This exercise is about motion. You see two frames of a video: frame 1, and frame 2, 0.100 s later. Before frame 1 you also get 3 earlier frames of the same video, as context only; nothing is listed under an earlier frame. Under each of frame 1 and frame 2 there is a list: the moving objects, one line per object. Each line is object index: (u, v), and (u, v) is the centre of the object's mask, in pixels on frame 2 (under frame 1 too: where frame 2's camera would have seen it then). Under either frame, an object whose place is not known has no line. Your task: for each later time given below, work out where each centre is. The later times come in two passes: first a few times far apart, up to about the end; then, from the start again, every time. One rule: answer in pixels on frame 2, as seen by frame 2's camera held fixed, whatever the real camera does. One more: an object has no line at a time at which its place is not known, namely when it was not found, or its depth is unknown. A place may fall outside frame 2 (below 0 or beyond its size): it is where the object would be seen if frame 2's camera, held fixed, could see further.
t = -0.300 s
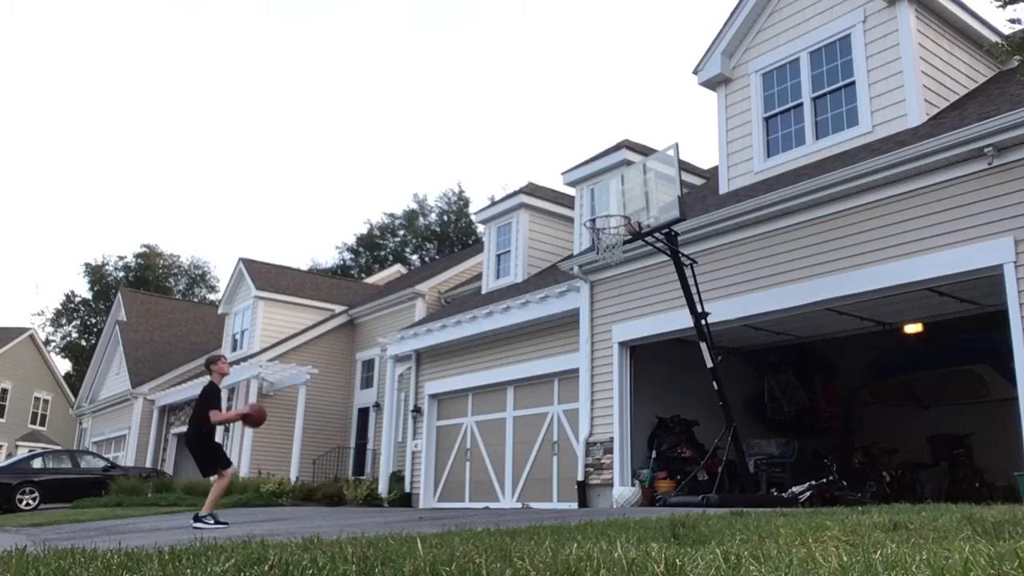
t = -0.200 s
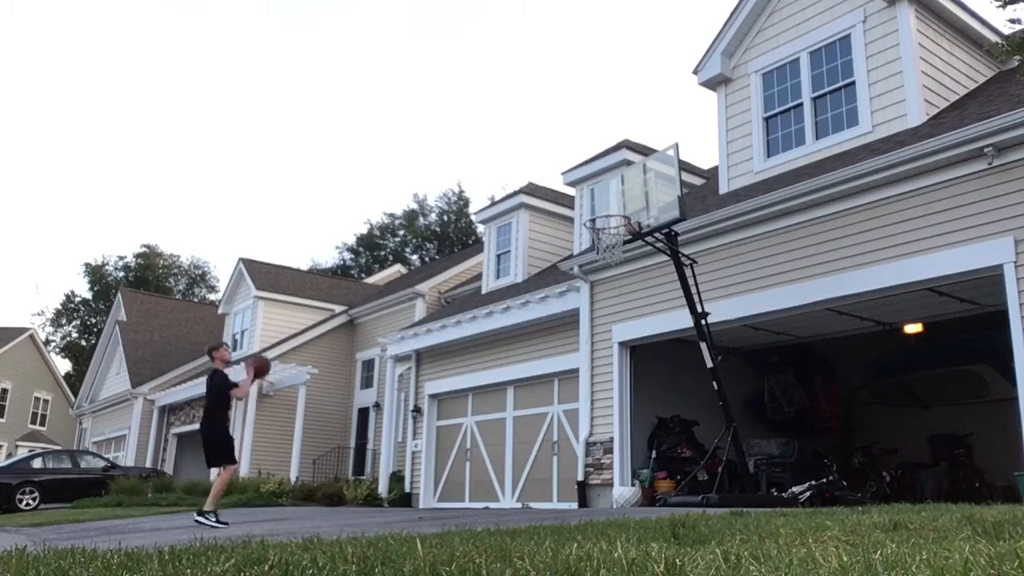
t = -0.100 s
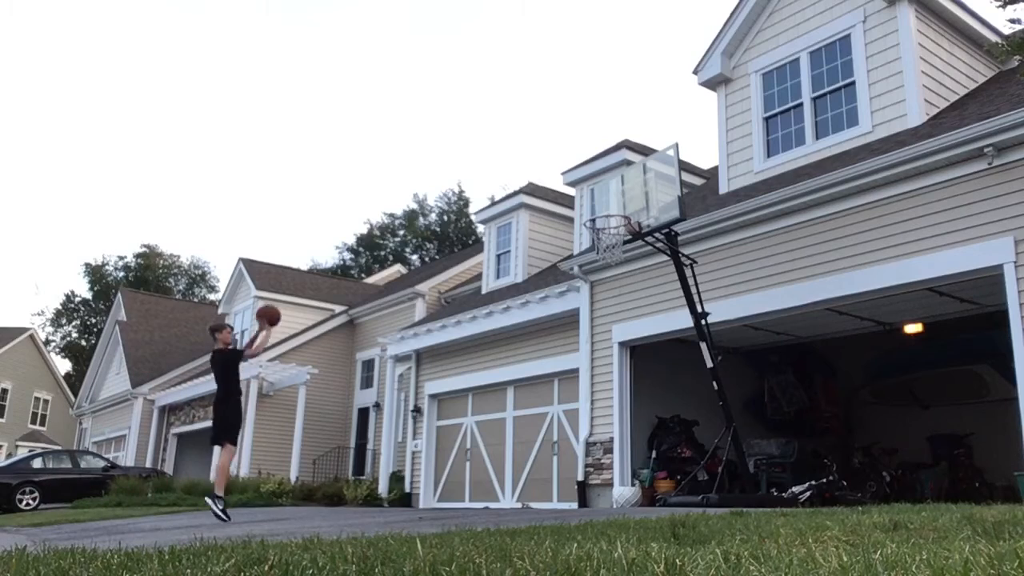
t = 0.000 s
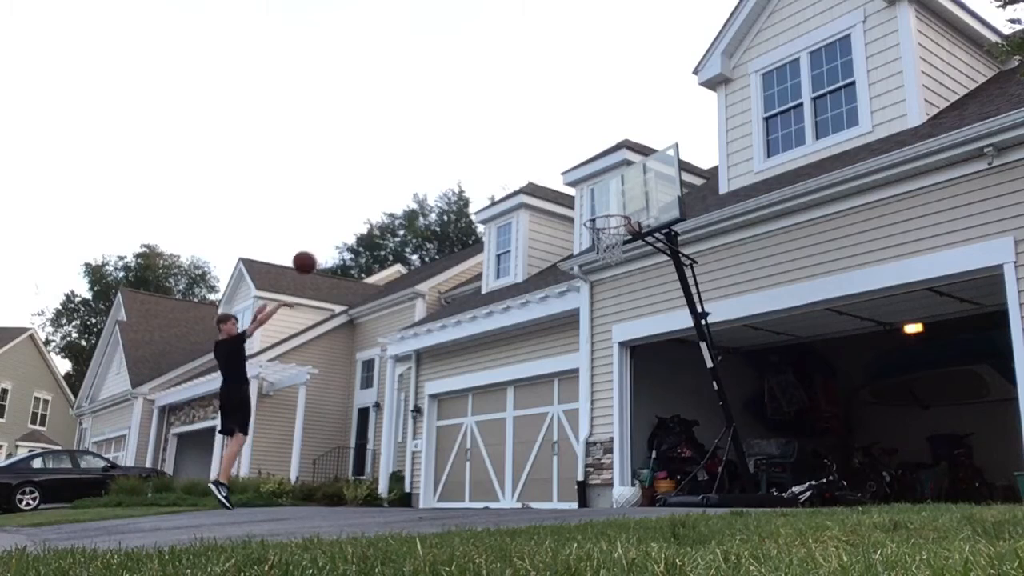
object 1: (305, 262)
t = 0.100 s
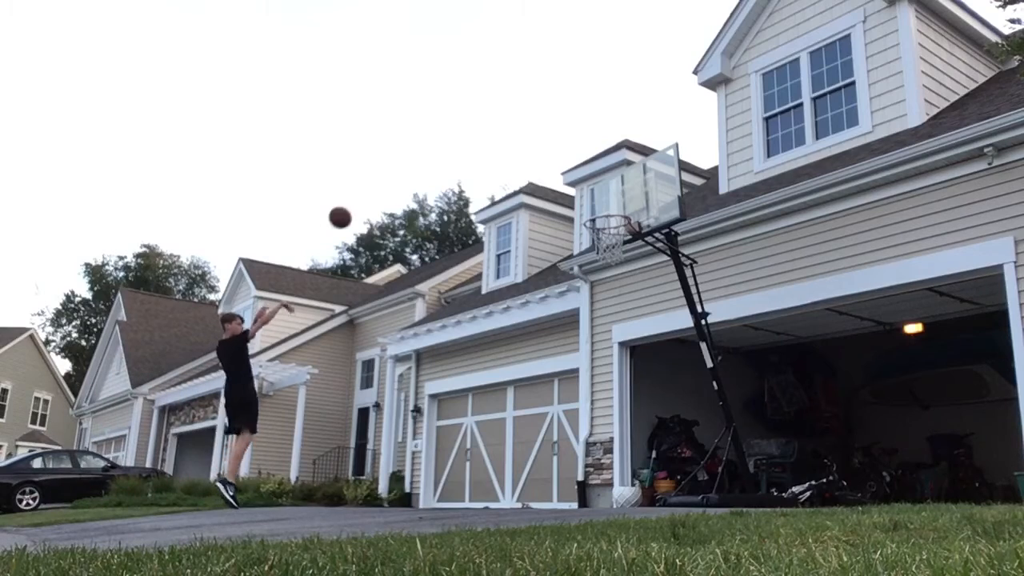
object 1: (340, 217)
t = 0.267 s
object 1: (395, 165)
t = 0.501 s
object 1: (467, 135)
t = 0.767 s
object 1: (544, 157)
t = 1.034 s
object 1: (618, 240)
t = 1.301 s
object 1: (634, 285)
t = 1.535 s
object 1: (648, 384)
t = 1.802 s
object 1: (647, 437)
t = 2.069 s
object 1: (617, 339)
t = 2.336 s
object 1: (586, 314)
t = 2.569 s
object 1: (556, 356)
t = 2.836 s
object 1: (517, 498)
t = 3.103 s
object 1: (476, 394)
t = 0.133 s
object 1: (351, 205)
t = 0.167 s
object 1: (363, 193)
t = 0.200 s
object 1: (374, 183)
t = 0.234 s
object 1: (385, 173)
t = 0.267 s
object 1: (395, 165)
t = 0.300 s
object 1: (406, 158)
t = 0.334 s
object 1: (417, 151)
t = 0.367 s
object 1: (427, 146)
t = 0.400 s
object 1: (437, 142)
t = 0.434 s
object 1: (447, 139)
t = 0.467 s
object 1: (457, 136)
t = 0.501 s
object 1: (467, 135)
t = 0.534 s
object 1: (477, 134)
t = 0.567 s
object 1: (486, 134)
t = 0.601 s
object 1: (496, 136)
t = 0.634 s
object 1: (506, 138)
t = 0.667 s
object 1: (515, 141)
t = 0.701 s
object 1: (525, 145)
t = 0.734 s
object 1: (534, 150)
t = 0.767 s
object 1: (544, 157)
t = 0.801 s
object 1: (553, 164)
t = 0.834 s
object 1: (563, 172)
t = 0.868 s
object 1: (572, 181)
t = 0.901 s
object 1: (582, 191)
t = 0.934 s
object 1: (591, 202)
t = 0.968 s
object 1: (600, 214)
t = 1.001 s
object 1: (610, 227)
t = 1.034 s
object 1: (618, 240)
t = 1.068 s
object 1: (623, 244)
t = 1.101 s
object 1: (623, 251)
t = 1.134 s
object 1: (626, 251)
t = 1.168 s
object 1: (628, 256)
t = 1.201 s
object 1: (629, 261)
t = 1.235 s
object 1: (631, 268)
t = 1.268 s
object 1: (633, 276)
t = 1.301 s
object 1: (634, 285)
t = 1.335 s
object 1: (636, 295)
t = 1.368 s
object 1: (638, 307)
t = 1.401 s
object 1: (640, 320)
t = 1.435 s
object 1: (641, 334)
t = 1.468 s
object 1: (644, 350)
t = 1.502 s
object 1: (646, 365)
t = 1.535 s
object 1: (648, 384)
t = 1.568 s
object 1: (650, 403)
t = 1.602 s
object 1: (652, 424)
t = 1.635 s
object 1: (655, 449)
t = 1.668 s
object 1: (657, 474)
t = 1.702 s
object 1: (658, 493)
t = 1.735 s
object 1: (654, 473)
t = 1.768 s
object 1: (652, 455)
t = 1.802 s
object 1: (647, 437)
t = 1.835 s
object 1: (643, 422)
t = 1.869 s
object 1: (639, 406)
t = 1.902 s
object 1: (635, 392)
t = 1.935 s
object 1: (632, 379)
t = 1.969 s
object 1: (628, 367)
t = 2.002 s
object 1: (624, 357)
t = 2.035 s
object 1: (621, 348)
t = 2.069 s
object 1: (617, 339)
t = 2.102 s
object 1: (613, 332)
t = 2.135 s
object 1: (609, 326)
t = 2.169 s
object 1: (605, 321)
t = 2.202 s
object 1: (602, 317)
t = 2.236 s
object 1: (598, 314)
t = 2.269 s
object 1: (594, 313)
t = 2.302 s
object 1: (590, 313)
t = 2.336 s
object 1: (586, 314)
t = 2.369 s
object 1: (582, 316)
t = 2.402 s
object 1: (578, 319)
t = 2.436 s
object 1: (574, 325)
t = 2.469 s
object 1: (569, 331)
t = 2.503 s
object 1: (565, 338)
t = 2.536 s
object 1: (561, 346)
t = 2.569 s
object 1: (556, 356)
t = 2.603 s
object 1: (552, 368)
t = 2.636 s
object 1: (547, 382)
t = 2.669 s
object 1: (542, 397)
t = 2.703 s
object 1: (537, 413)
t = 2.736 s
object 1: (532, 432)
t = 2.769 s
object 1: (527, 452)
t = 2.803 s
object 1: (522, 474)
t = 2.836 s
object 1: (517, 498)
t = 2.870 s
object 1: (512, 487)
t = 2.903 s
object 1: (507, 469)
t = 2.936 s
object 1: (502, 453)
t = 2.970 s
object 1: (497, 439)
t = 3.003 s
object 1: (491, 426)
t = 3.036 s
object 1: (486, 414)
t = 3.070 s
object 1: (481, 404)
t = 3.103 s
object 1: (476, 394)
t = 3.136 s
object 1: (470, 386)
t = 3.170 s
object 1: (464, 380)
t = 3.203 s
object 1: (459, 374)
